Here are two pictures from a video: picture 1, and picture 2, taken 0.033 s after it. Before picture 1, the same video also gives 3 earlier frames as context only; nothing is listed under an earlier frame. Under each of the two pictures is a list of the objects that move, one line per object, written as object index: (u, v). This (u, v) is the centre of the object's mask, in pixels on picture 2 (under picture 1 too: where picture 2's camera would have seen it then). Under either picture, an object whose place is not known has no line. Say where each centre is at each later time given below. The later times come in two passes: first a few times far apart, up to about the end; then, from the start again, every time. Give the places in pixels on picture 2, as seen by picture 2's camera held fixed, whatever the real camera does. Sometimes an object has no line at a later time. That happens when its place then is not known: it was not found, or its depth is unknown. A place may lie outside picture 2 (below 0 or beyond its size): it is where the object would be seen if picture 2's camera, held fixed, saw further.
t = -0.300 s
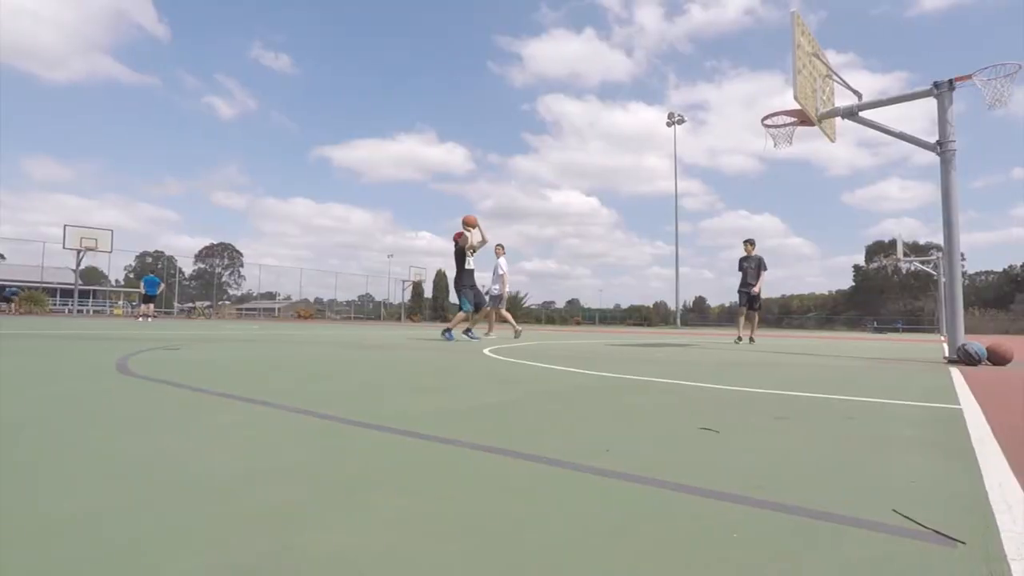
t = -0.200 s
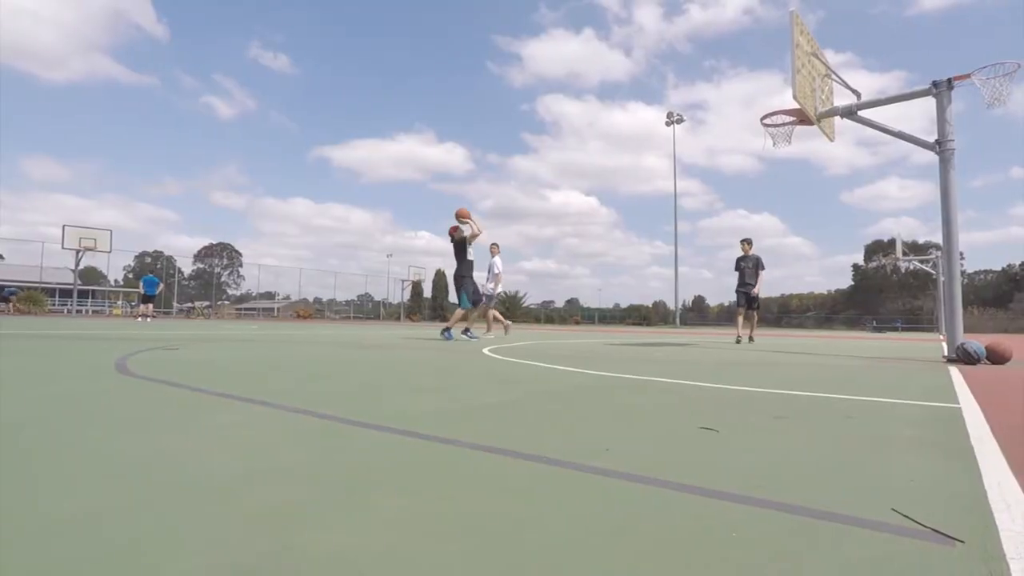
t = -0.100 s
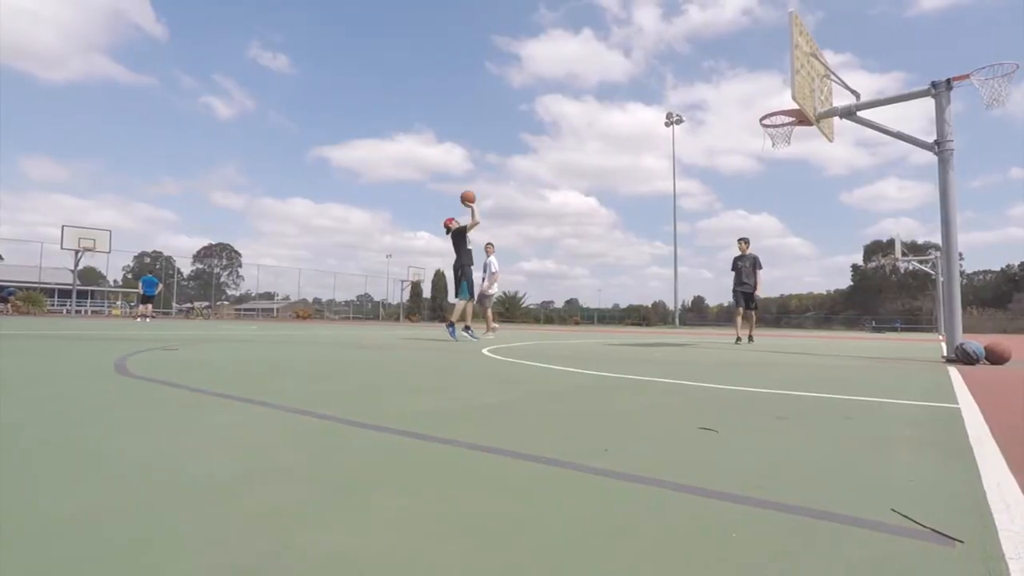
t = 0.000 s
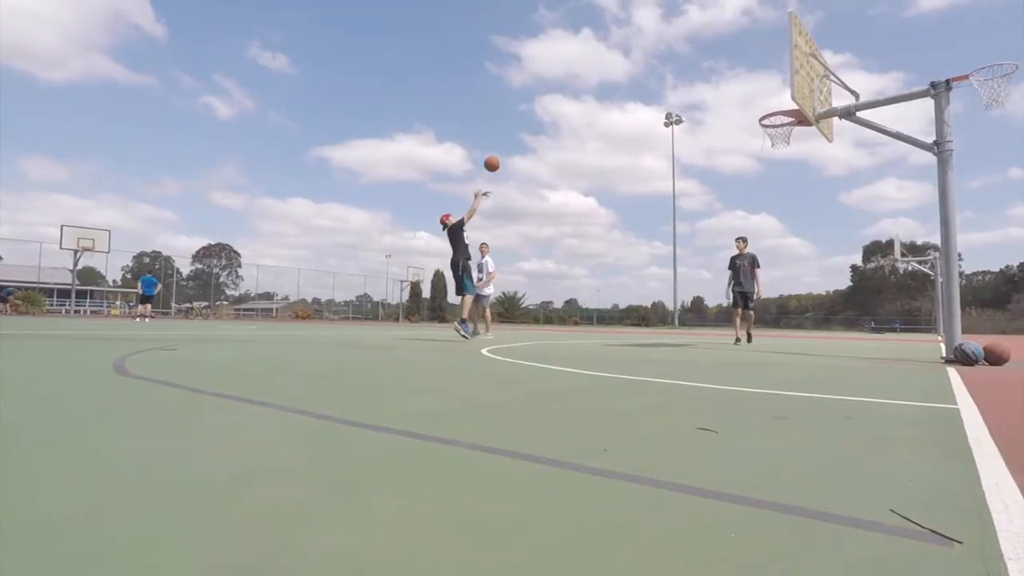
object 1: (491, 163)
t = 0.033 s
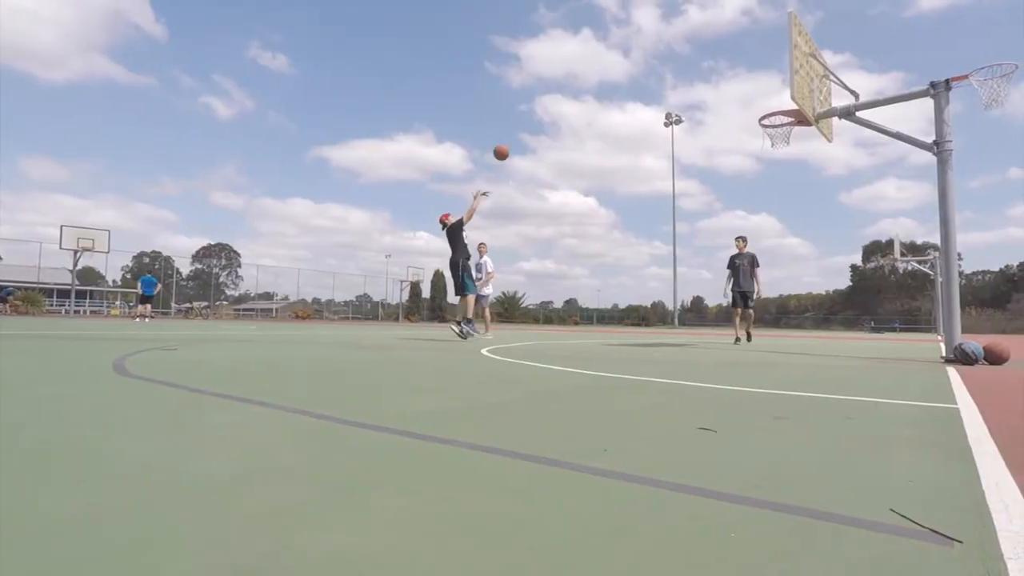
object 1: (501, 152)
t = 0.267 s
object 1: (569, 92)
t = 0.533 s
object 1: (652, 65)
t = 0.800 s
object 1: (742, 86)
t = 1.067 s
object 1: (773, 146)
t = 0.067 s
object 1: (510, 142)
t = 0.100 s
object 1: (520, 132)
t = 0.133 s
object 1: (530, 122)
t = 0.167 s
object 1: (540, 113)
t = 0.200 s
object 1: (550, 105)
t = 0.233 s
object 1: (560, 98)
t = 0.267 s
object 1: (569, 92)
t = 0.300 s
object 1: (580, 86)
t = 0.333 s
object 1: (590, 81)
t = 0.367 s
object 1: (600, 76)
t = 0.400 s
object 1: (610, 73)
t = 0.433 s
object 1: (621, 70)
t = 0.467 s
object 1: (631, 68)
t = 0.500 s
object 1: (641, 67)
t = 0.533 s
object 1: (652, 65)
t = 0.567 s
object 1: (663, 65)
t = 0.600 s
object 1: (674, 66)
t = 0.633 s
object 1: (685, 68)
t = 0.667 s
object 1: (696, 70)
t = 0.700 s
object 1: (708, 73)
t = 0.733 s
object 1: (719, 77)
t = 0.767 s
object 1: (731, 81)
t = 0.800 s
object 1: (742, 86)
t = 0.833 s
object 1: (754, 93)
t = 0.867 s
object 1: (766, 101)
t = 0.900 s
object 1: (778, 105)
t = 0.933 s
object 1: (785, 121)
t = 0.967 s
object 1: (784, 129)
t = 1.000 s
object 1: (781, 137)
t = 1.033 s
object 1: (776, 141)
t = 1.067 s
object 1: (773, 146)
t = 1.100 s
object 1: (769, 151)
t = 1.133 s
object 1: (765, 157)
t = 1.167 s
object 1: (761, 164)
